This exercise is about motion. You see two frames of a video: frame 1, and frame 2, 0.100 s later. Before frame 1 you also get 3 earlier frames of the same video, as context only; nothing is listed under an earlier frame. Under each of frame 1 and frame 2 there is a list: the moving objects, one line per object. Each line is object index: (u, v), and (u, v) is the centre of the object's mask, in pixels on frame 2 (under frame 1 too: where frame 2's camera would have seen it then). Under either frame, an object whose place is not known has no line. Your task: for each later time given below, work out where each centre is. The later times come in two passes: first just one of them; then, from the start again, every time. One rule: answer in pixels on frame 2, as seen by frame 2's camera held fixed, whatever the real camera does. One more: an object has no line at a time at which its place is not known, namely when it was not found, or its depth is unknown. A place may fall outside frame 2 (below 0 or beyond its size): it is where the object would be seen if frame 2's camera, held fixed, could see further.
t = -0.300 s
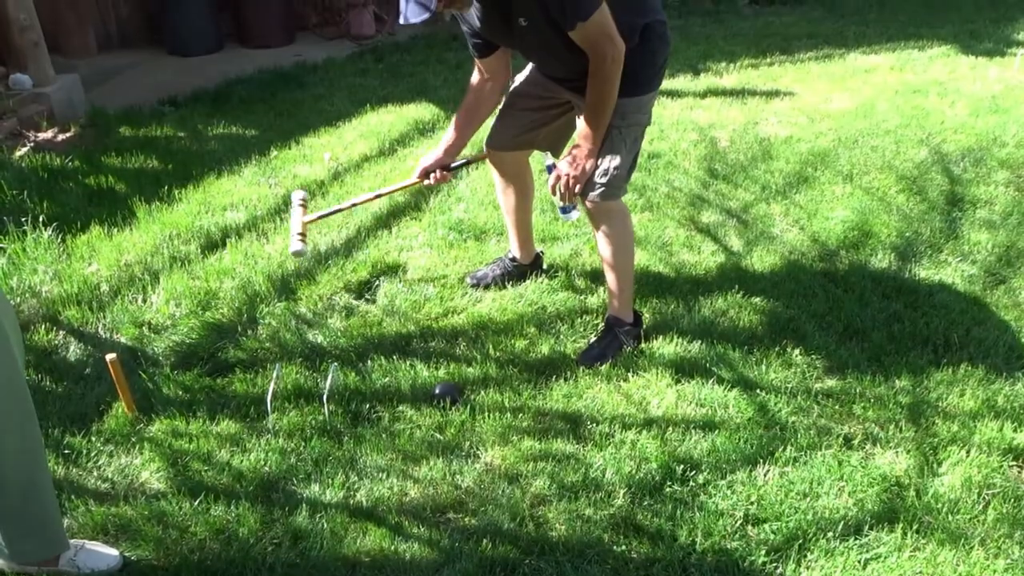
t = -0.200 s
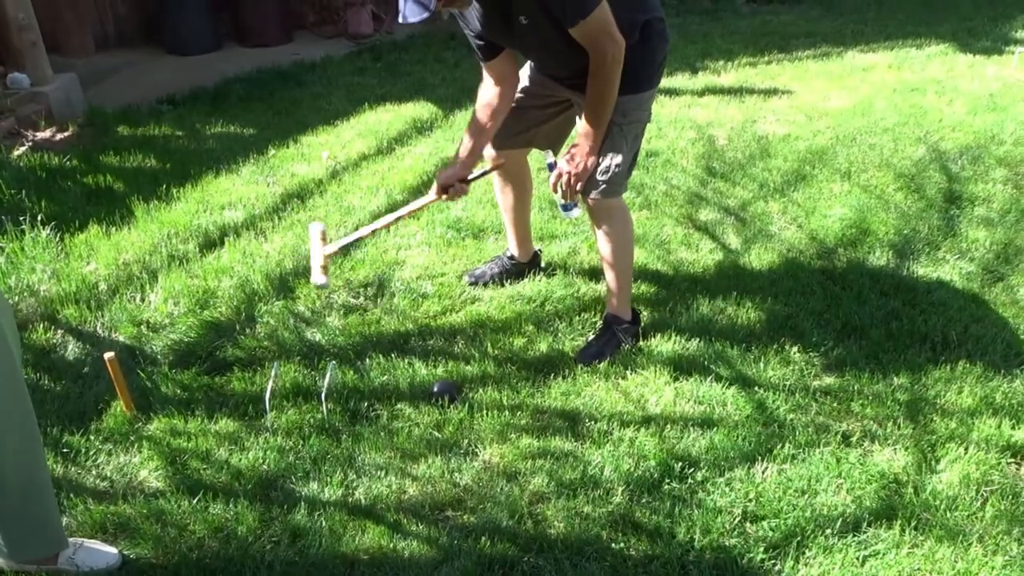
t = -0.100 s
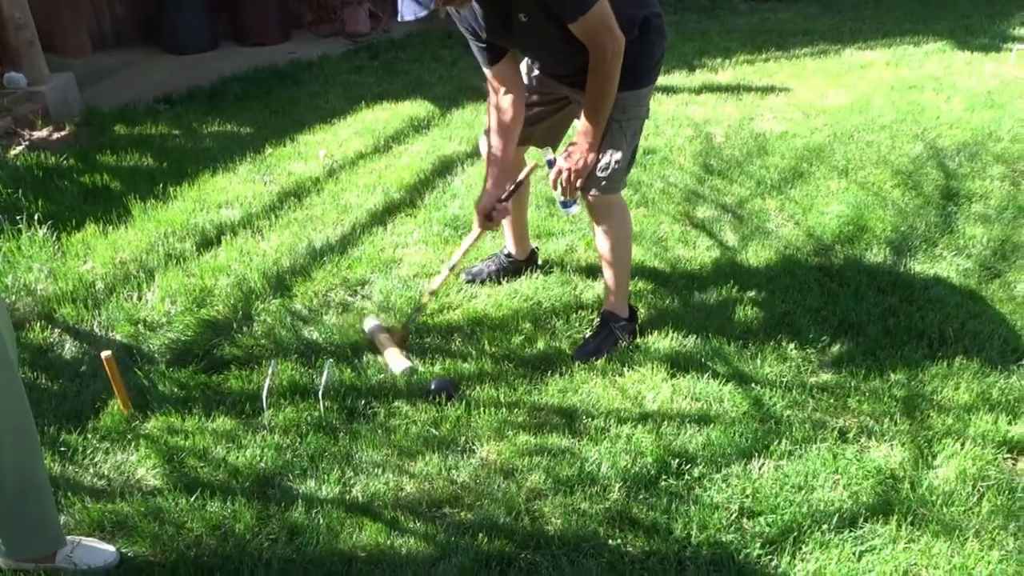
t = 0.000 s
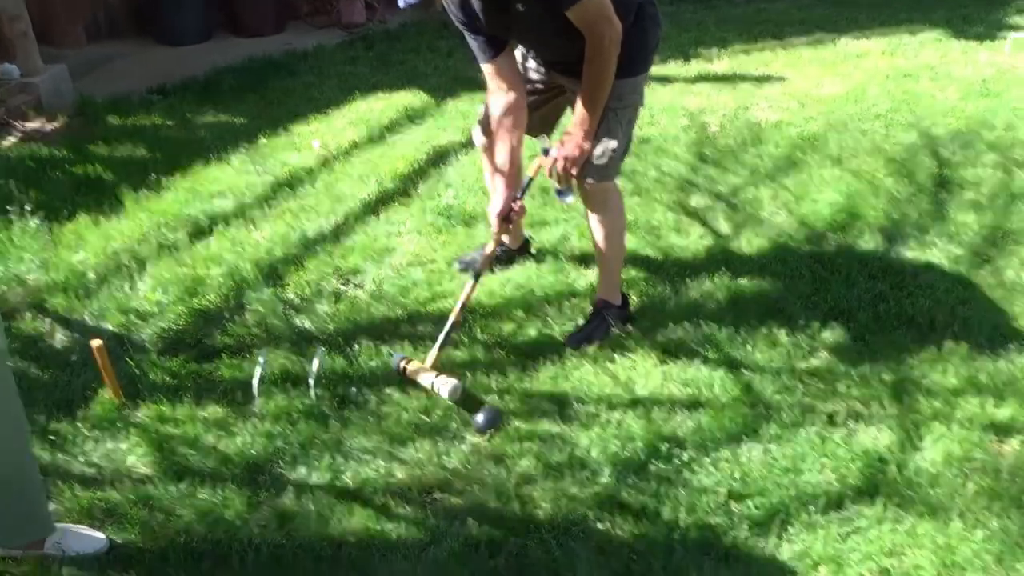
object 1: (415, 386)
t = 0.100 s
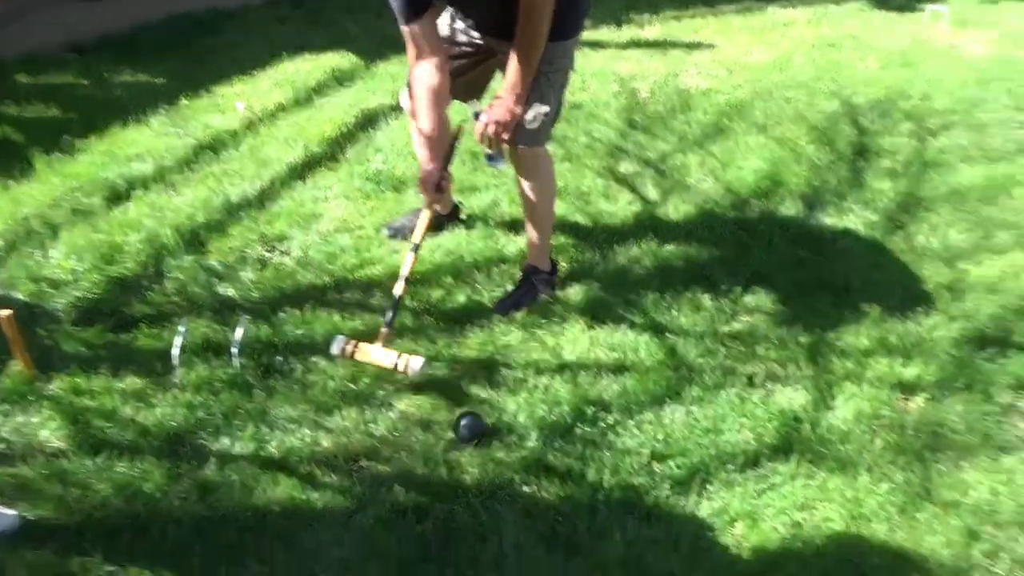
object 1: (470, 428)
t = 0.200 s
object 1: (525, 478)
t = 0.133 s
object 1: (487, 441)
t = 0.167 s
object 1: (503, 459)
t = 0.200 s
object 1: (525, 478)
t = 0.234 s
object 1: (543, 495)
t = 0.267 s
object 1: (561, 503)
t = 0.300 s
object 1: (580, 516)
